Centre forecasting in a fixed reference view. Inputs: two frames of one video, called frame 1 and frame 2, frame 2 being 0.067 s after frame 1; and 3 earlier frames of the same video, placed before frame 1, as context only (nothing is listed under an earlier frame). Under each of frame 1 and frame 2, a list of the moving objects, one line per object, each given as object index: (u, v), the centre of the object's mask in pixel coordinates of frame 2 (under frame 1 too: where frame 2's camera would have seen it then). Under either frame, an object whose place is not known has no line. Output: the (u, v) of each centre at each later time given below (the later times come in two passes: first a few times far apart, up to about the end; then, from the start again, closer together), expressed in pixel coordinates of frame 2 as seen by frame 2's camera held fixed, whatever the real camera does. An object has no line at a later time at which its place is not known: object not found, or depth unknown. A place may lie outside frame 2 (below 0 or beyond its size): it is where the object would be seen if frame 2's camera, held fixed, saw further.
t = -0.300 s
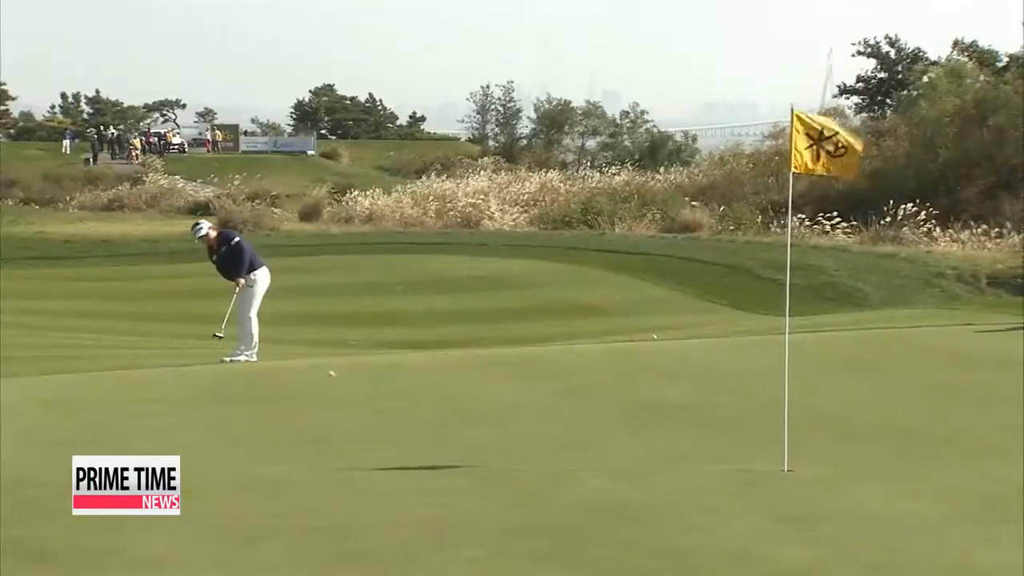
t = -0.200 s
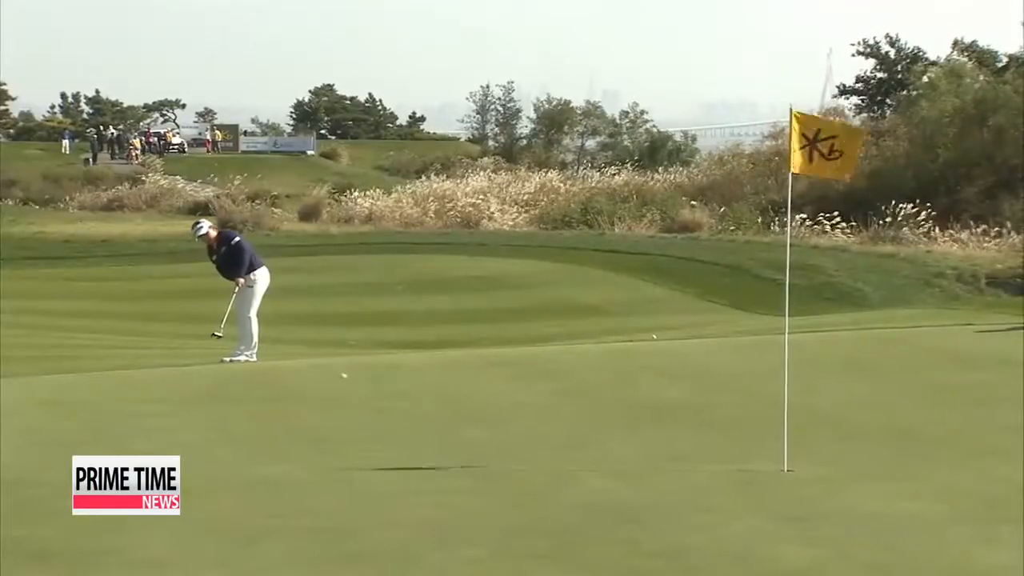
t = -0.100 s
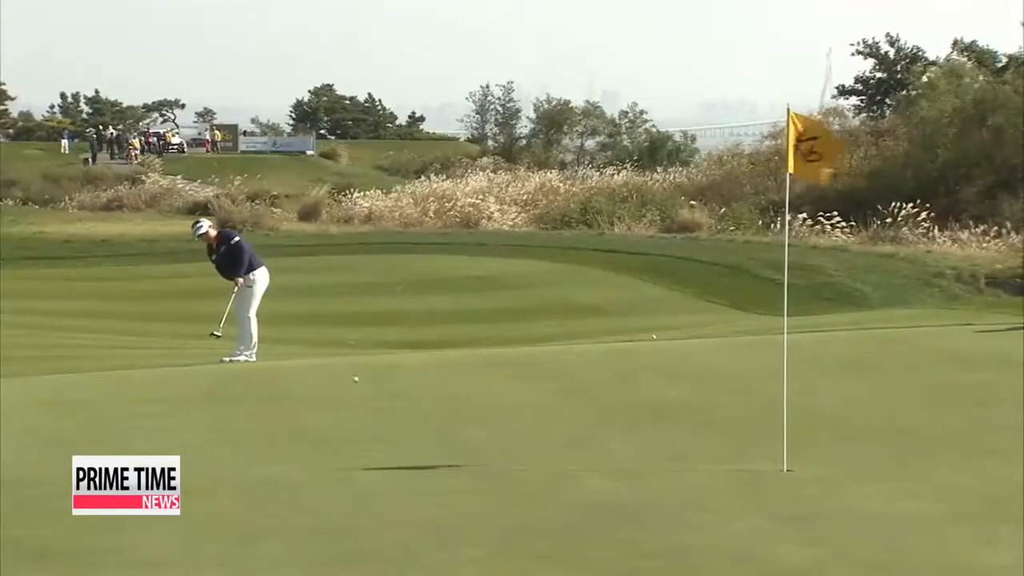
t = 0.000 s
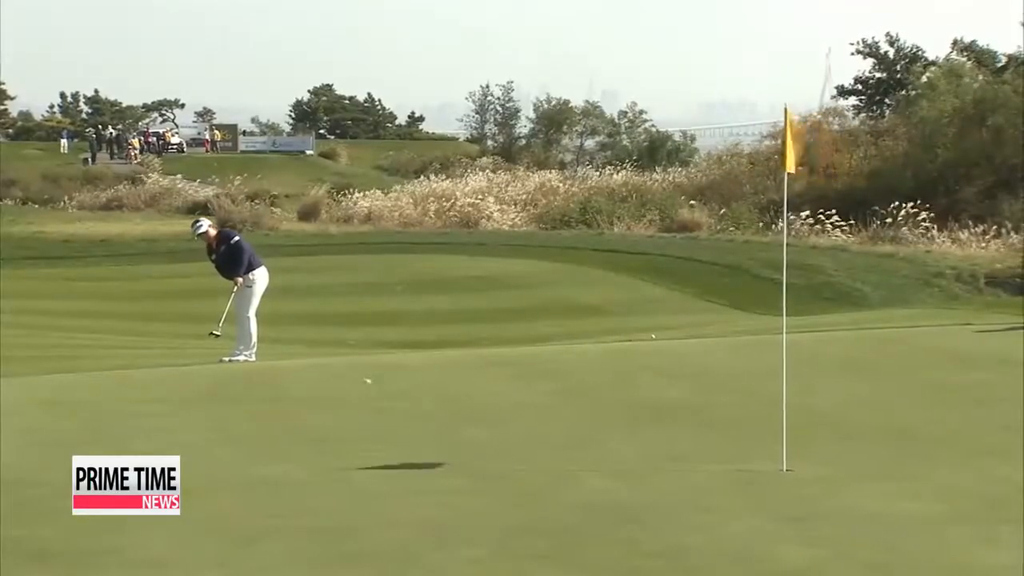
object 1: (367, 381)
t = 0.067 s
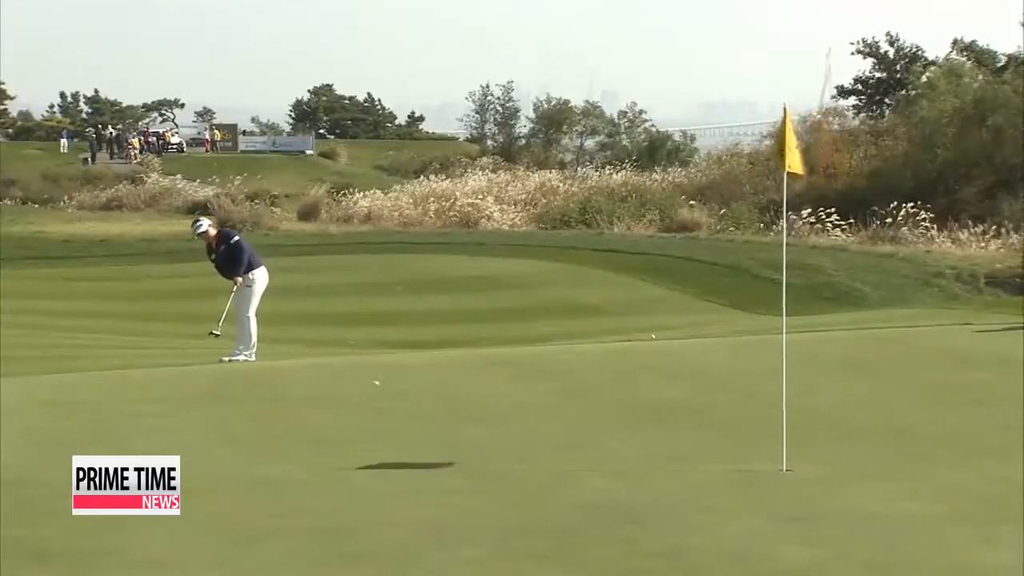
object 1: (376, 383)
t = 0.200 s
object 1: (392, 387)
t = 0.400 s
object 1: (420, 392)
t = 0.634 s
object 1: (456, 400)
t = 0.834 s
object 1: (484, 407)
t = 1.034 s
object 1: (512, 416)
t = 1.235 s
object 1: (542, 424)
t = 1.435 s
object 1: (572, 432)
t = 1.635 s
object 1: (601, 439)
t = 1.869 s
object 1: (633, 446)
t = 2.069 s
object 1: (659, 451)
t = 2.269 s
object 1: (685, 456)
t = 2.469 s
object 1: (708, 460)
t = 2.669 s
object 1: (731, 464)
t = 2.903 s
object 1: (753, 468)
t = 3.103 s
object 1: (771, 471)
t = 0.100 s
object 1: (380, 383)
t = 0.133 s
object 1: (385, 385)
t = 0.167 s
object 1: (388, 385)
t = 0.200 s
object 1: (392, 387)
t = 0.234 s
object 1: (396, 387)
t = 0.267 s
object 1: (400, 388)
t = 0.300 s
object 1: (406, 389)
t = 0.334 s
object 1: (410, 391)
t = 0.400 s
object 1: (420, 392)
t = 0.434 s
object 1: (426, 395)
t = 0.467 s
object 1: (431, 395)
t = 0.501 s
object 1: (436, 395)
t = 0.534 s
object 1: (441, 397)
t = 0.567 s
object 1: (444, 397)
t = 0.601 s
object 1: (450, 399)
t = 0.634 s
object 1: (456, 400)
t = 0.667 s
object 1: (461, 401)
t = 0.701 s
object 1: (465, 403)
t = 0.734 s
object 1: (470, 404)
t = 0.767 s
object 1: (475, 406)
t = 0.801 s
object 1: (480, 407)
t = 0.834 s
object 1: (484, 407)
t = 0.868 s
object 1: (490, 409)
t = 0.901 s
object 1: (495, 410)
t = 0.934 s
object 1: (498, 411)
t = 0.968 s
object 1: (504, 414)
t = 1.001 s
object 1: (507, 415)
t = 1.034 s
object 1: (512, 416)
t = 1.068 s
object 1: (518, 417)
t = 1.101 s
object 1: (523, 418)
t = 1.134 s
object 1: (528, 420)
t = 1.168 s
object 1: (533, 422)
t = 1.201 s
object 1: (538, 423)
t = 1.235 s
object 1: (542, 424)
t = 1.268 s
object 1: (548, 425)
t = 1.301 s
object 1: (553, 427)
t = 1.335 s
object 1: (558, 428)
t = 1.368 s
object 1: (562, 429)
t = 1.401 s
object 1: (569, 431)
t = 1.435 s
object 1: (572, 432)
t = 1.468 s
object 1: (578, 433)
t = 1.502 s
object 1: (582, 435)
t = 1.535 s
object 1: (587, 436)
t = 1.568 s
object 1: (592, 437)
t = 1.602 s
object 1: (597, 437)
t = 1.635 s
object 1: (601, 439)
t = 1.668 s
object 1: (606, 440)
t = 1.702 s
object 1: (610, 441)
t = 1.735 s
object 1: (614, 442)
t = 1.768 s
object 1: (620, 443)
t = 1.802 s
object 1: (624, 444)
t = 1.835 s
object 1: (629, 445)
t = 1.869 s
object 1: (633, 446)
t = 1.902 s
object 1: (638, 447)
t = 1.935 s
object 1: (642, 447)
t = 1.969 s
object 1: (647, 449)
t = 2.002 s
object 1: (650, 449)
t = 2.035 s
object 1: (655, 451)
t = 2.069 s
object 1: (659, 451)
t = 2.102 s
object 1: (665, 452)
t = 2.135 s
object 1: (669, 453)
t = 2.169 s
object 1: (672, 454)
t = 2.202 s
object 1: (676, 455)
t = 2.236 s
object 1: (680, 455)
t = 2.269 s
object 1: (685, 456)
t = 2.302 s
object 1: (688, 457)
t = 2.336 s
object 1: (693, 457)
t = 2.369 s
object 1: (696, 459)
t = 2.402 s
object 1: (700, 459)
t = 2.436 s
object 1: (704, 460)
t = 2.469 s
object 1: (708, 460)
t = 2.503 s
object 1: (712, 461)
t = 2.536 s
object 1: (717, 462)
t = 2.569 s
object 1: (721, 462)
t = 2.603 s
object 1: (724, 464)
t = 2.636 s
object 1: (727, 464)
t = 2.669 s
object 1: (731, 464)
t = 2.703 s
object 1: (734, 466)
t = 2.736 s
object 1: (737, 466)
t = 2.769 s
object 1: (740, 467)
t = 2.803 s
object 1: (745, 467)
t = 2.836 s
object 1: (747, 467)
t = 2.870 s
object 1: (750, 468)
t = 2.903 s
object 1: (753, 468)
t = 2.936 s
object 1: (756, 469)
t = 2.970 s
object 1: (759, 470)
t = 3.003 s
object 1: (762, 470)
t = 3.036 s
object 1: (765, 470)
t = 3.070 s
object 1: (767, 471)
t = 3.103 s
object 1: (771, 471)
